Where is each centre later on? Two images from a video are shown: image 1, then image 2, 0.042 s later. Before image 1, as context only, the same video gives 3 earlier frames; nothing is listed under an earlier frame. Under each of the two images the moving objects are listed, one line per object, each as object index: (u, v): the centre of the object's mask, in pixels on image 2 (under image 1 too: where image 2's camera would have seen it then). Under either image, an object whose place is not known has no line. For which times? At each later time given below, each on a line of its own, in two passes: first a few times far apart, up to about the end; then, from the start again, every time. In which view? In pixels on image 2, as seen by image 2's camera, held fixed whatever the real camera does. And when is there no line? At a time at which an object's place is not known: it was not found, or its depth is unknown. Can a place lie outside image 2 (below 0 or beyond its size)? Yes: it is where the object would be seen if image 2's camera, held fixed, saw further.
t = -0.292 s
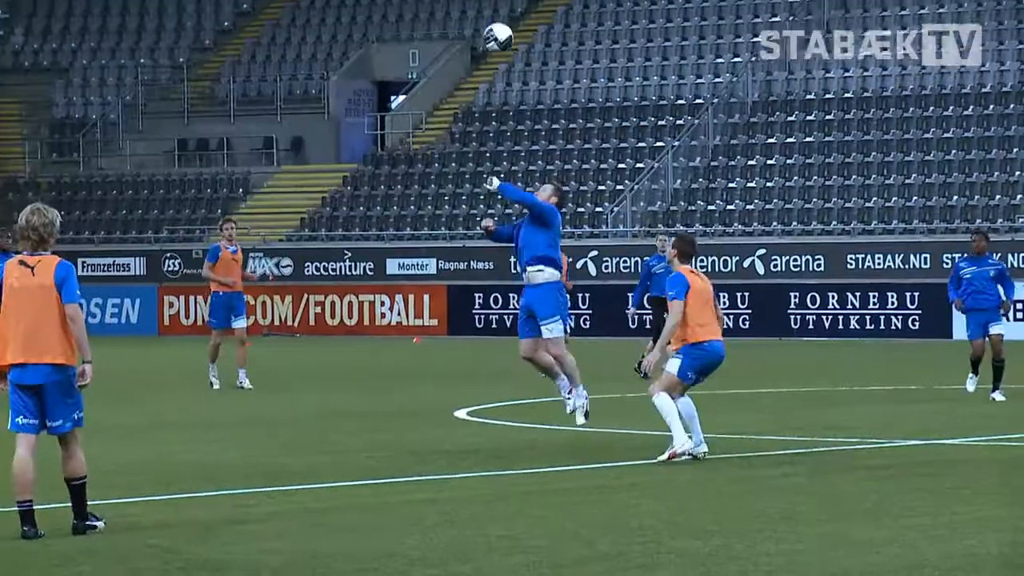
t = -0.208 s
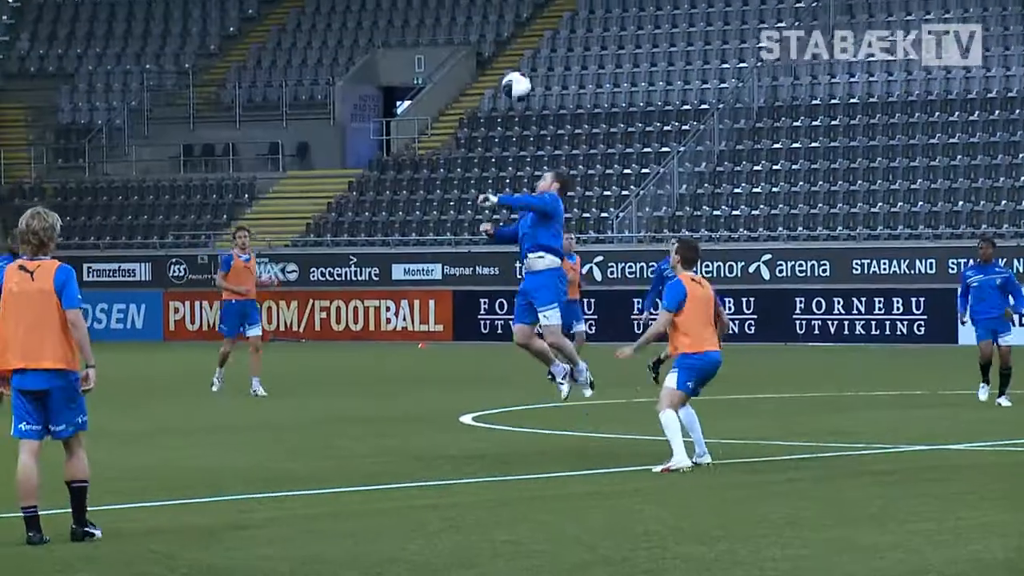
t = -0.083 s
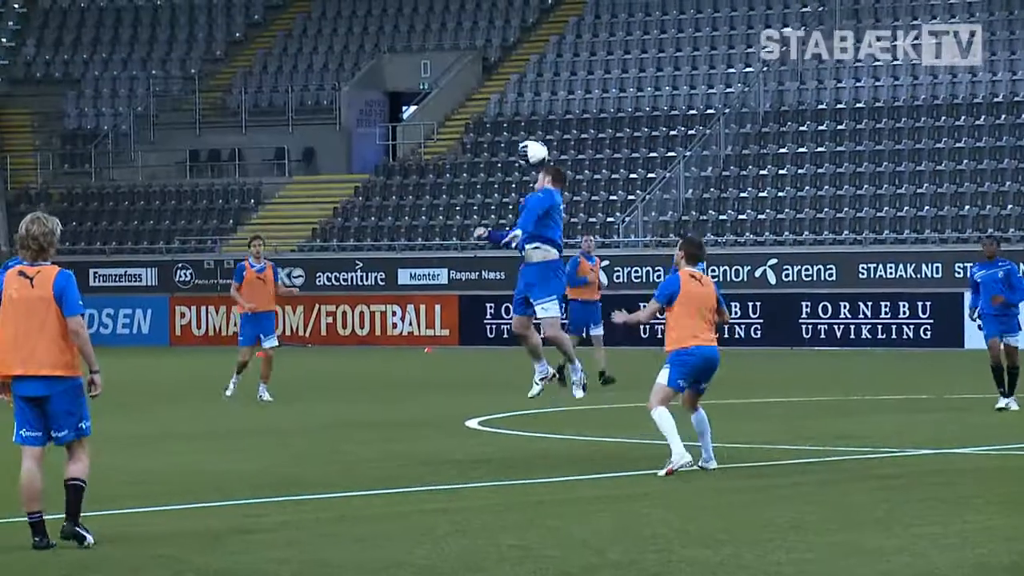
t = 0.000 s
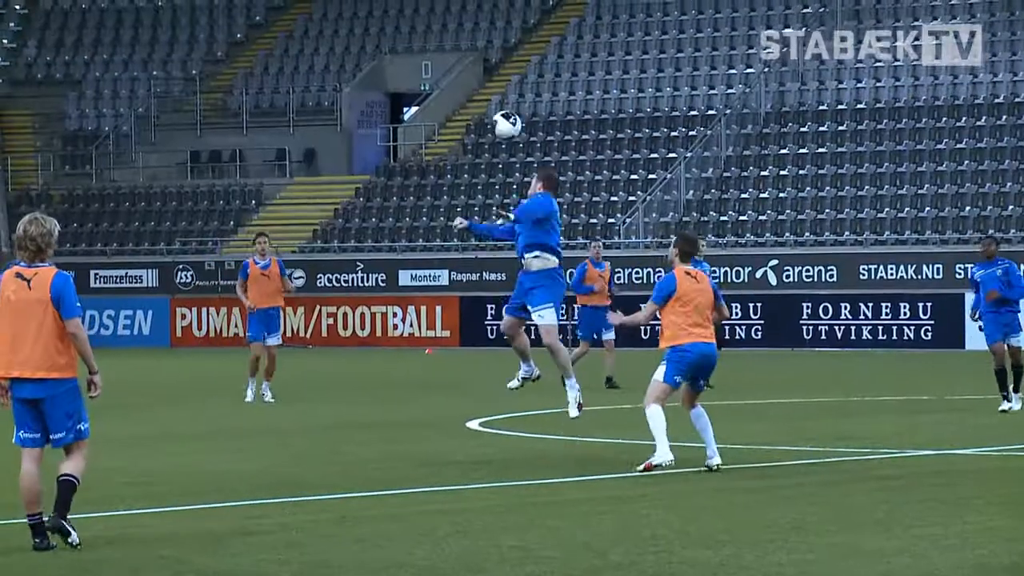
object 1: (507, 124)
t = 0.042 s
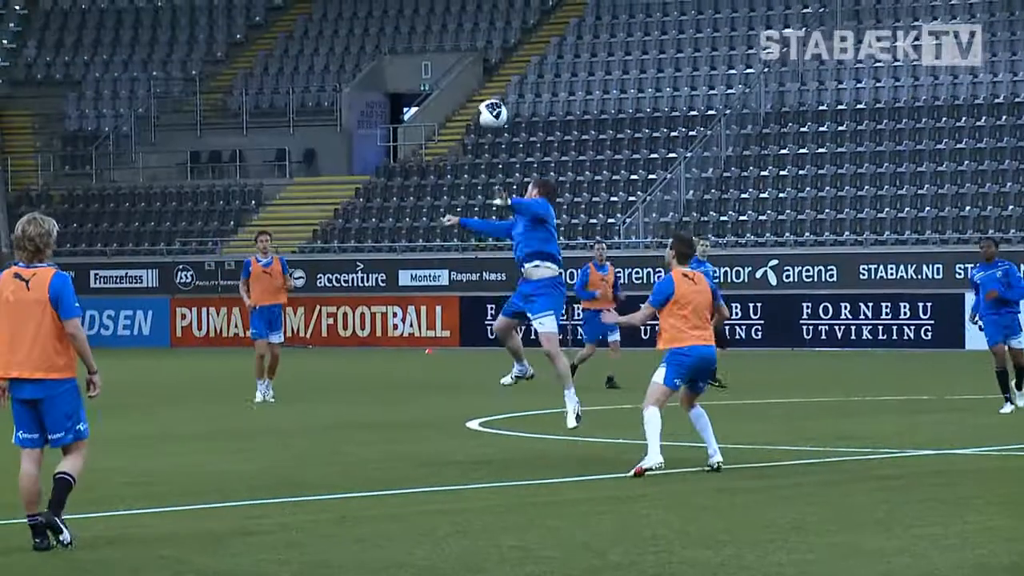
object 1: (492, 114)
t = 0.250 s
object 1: (417, 86)
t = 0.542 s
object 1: (322, 149)
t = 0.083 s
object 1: (478, 103)
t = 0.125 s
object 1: (464, 96)
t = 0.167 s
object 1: (443, 89)
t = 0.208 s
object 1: (430, 87)
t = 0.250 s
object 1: (417, 86)
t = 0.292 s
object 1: (403, 90)
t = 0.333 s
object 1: (389, 92)
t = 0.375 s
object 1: (376, 100)
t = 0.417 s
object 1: (362, 110)
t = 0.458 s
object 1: (349, 120)
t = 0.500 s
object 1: (335, 133)
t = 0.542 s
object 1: (322, 149)
